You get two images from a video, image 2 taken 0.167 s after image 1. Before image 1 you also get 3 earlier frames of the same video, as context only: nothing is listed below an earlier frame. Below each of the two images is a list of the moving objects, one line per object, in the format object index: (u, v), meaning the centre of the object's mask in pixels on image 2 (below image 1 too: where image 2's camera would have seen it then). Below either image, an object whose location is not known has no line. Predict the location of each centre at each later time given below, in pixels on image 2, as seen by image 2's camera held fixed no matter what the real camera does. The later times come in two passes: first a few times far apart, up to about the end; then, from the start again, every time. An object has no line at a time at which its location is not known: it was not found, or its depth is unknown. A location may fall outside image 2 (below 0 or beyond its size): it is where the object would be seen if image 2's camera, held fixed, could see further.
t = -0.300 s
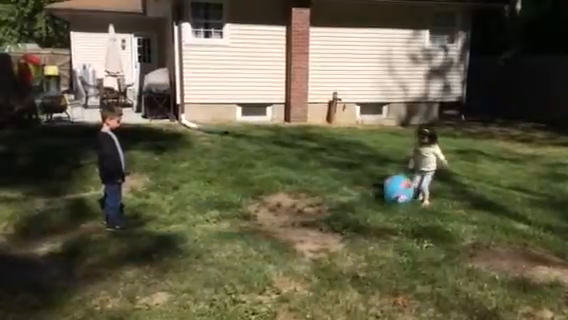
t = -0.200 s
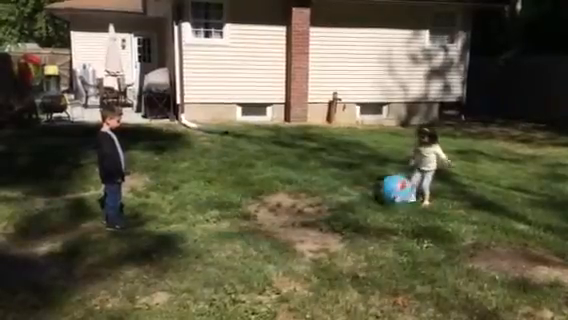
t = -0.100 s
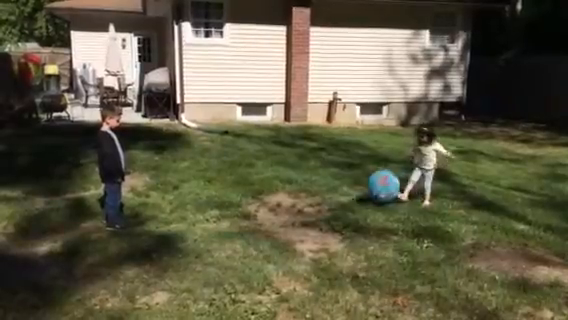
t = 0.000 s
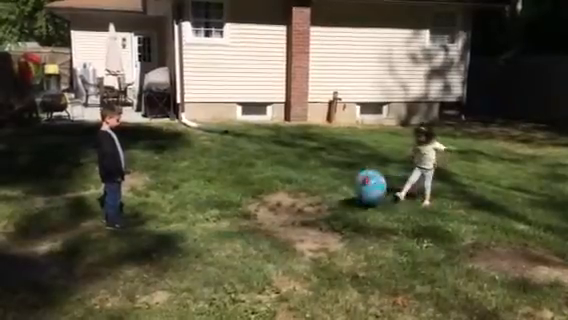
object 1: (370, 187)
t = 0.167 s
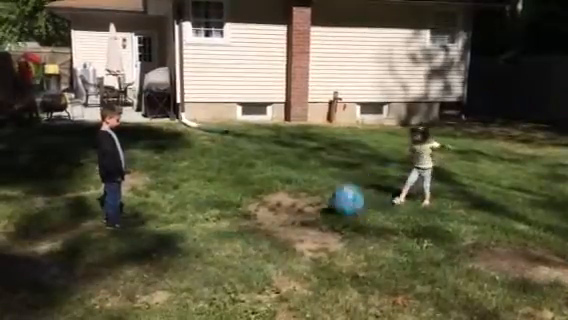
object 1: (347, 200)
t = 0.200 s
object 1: (344, 199)
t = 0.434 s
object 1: (327, 201)
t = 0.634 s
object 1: (310, 205)
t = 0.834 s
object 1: (291, 207)
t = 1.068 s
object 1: (276, 207)
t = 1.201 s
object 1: (270, 207)
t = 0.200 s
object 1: (344, 199)
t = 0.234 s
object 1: (342, 199)
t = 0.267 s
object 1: (339, 198)
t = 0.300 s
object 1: (338, 198)
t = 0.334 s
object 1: (334, 198)
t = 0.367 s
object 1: (330, 199)
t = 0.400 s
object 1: (329, 200)
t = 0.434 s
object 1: (327, 201)
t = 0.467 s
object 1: (324, 204)
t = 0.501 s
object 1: (321, 204)
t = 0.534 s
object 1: (318, 204)
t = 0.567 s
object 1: (314, 204)
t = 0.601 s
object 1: (313, 204)
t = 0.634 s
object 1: (310, 205)
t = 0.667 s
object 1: (307, 207)
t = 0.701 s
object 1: (305, 207)
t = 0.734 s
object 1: (303, 207)
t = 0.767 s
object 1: (301, 208)
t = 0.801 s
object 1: (298, 209)
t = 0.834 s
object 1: (291, 207)
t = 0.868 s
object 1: (289, 207)
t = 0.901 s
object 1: (287, 207)
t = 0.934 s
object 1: (285, 207)
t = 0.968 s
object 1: (284, 207)
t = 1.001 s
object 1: (280, 208)
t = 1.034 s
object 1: (278, 207)
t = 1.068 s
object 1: (276, 207)
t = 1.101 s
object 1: (274, 207)
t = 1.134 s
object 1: (272, 207)
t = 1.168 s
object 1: (271, 207)
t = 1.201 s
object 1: (270, 207)
